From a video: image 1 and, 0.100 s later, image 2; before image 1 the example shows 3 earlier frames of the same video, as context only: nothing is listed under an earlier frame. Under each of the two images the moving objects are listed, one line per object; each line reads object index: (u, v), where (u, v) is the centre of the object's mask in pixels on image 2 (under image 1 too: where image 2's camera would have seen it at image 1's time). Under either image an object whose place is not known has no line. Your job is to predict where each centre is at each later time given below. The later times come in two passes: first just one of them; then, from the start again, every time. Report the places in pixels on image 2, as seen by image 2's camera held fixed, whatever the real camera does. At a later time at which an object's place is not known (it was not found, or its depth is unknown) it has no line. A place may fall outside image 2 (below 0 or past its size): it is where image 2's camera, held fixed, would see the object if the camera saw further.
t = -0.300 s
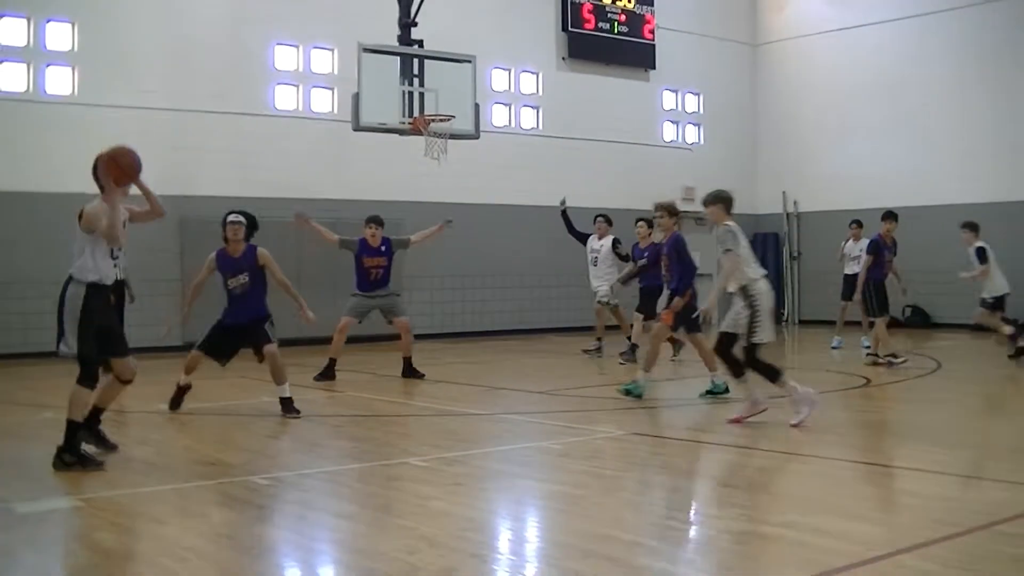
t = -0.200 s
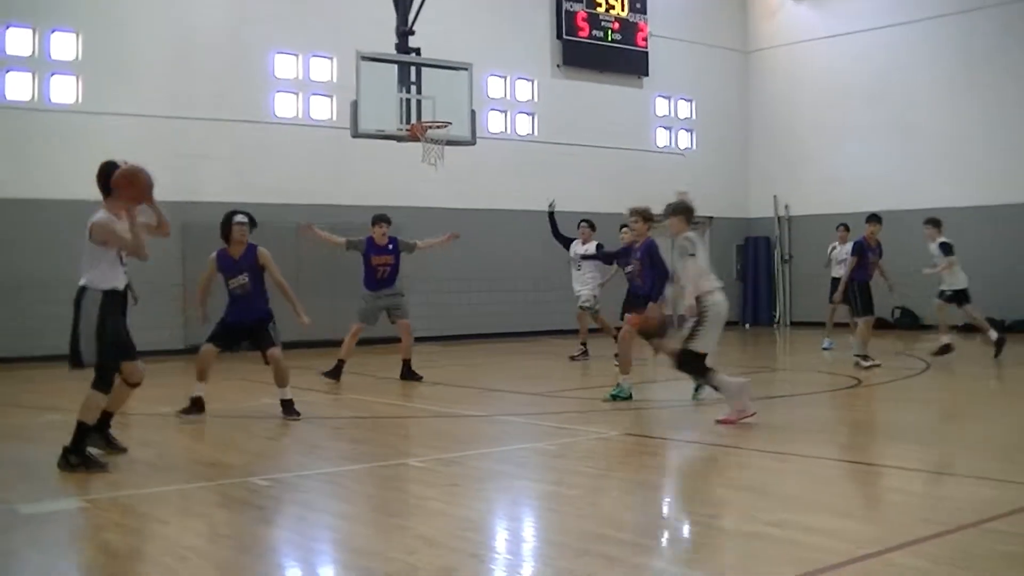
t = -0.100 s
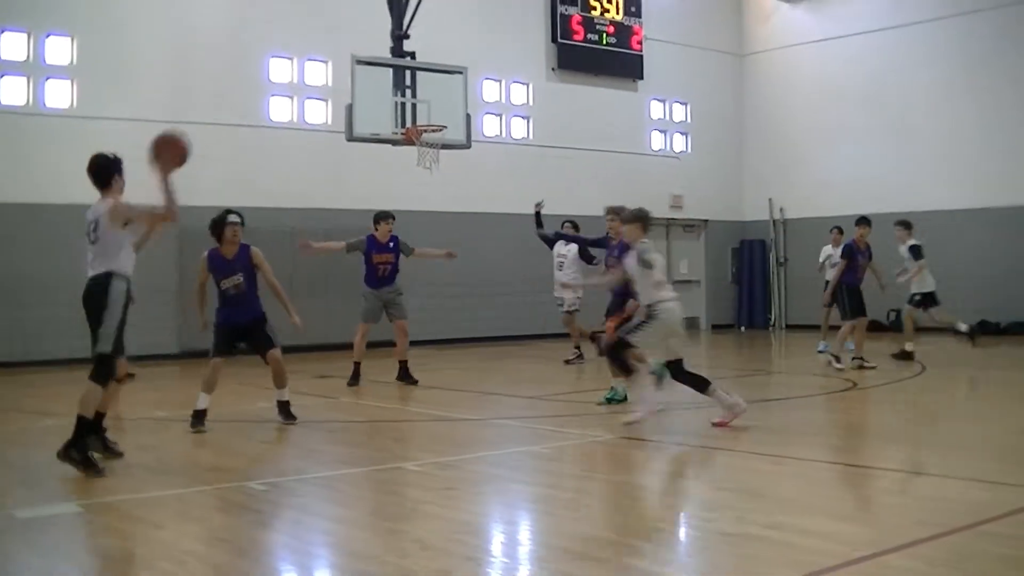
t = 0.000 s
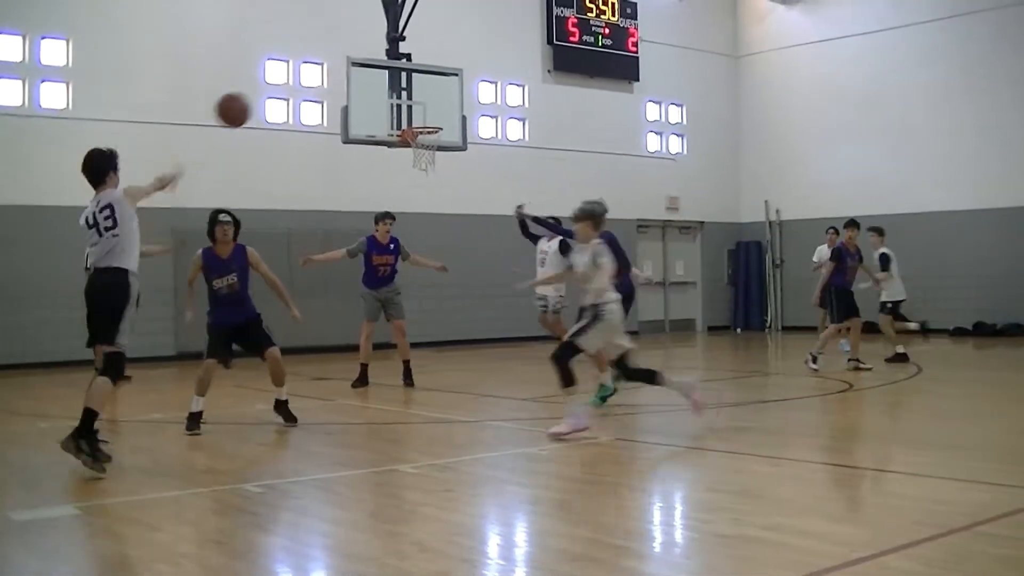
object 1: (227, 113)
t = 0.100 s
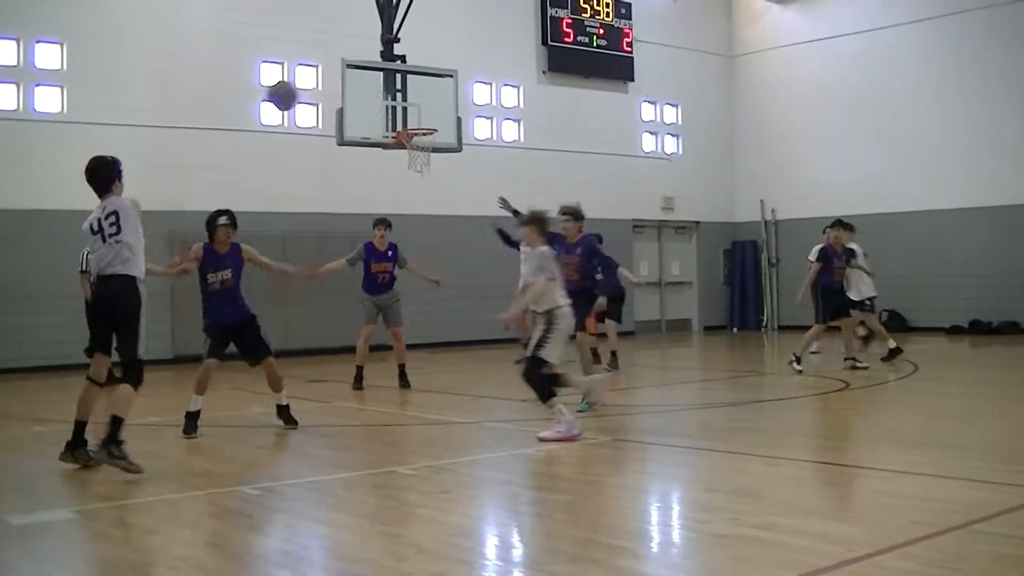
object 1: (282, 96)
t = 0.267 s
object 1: (349, 96)
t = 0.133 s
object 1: (296, 93)
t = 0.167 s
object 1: (312, 93)
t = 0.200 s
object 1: (325, 92)
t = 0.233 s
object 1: (337, 94)
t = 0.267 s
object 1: (349, 96)
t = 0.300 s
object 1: (360, 100)
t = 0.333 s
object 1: (370, 104)
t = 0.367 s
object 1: (379, 109)
